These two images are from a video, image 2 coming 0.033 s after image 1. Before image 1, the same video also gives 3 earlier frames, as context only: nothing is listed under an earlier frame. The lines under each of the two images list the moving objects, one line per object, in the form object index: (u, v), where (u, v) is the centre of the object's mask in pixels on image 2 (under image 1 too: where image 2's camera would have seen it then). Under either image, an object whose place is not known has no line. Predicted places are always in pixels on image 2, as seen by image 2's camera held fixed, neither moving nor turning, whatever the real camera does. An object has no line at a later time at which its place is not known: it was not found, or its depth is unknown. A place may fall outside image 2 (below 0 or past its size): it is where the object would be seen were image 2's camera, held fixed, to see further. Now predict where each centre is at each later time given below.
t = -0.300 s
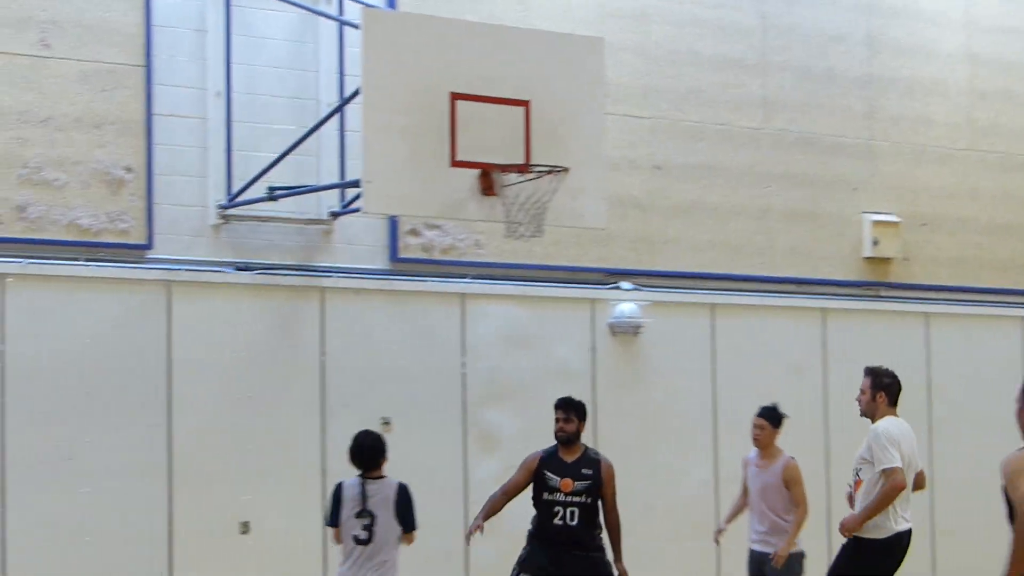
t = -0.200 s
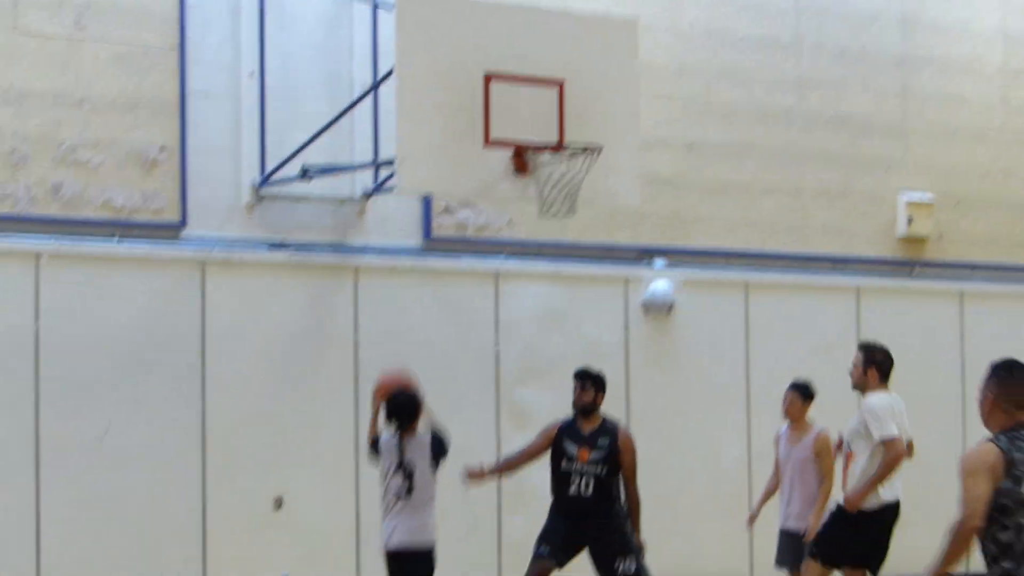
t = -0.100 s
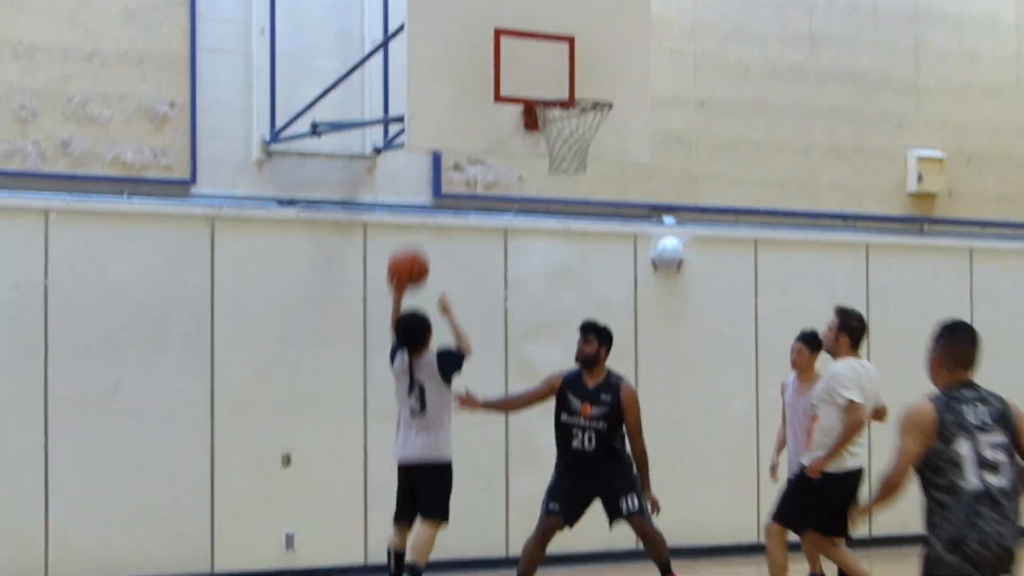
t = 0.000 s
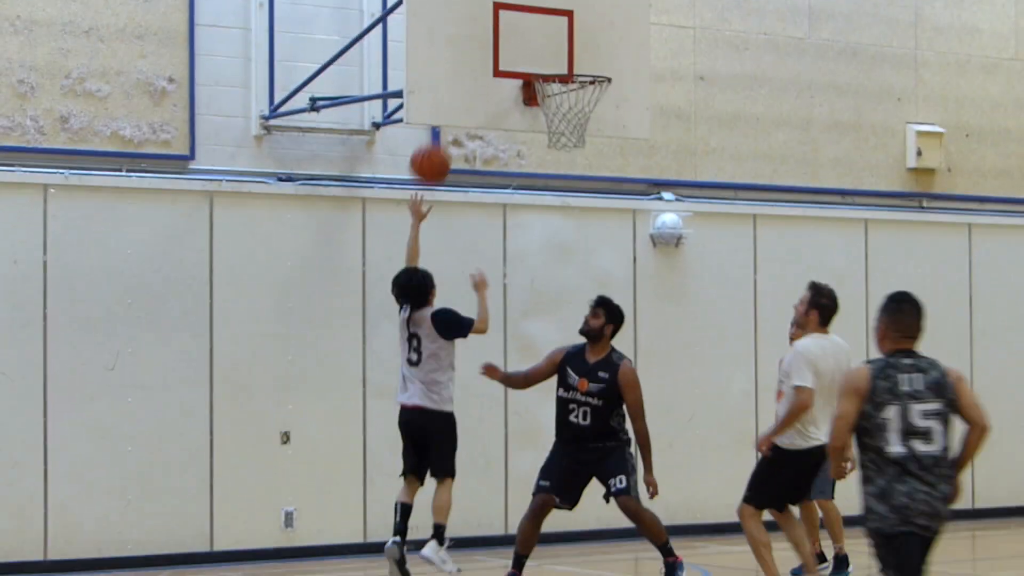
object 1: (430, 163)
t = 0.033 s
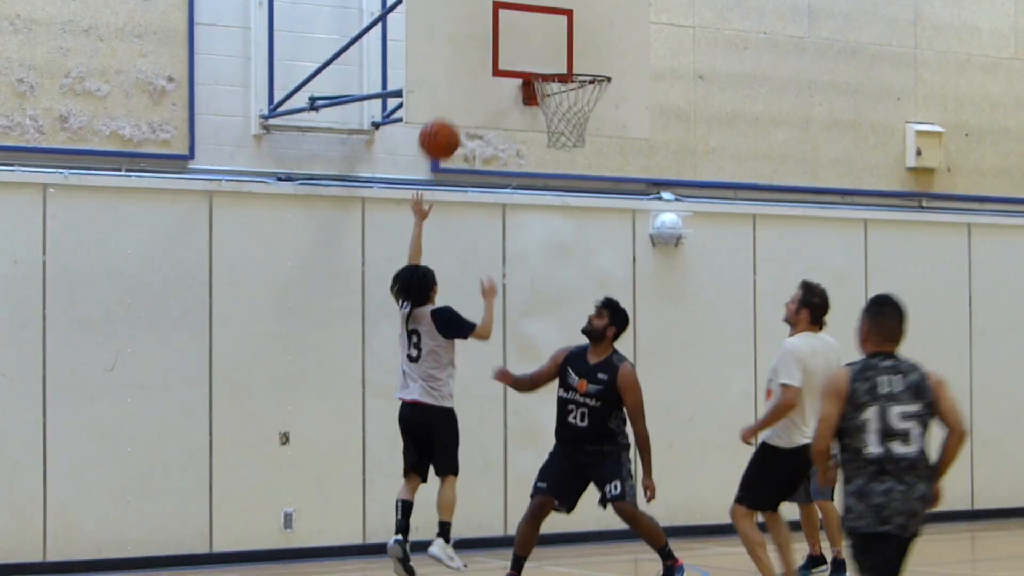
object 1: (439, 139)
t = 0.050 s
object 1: (443, 129)
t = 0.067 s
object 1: (448, 118)
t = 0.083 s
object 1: (453, 105)
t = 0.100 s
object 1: (457, 96)
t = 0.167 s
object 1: (475, 62)
